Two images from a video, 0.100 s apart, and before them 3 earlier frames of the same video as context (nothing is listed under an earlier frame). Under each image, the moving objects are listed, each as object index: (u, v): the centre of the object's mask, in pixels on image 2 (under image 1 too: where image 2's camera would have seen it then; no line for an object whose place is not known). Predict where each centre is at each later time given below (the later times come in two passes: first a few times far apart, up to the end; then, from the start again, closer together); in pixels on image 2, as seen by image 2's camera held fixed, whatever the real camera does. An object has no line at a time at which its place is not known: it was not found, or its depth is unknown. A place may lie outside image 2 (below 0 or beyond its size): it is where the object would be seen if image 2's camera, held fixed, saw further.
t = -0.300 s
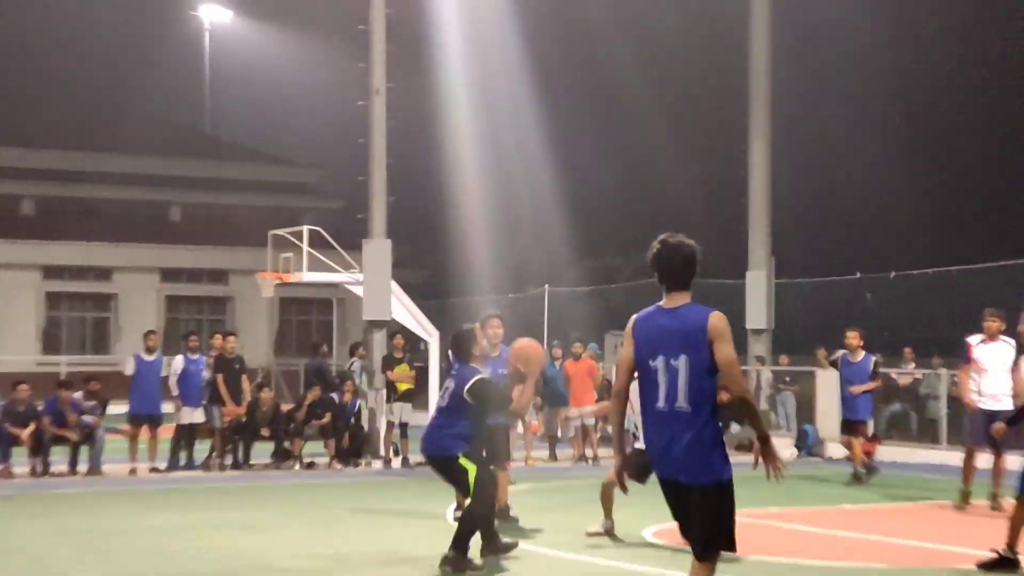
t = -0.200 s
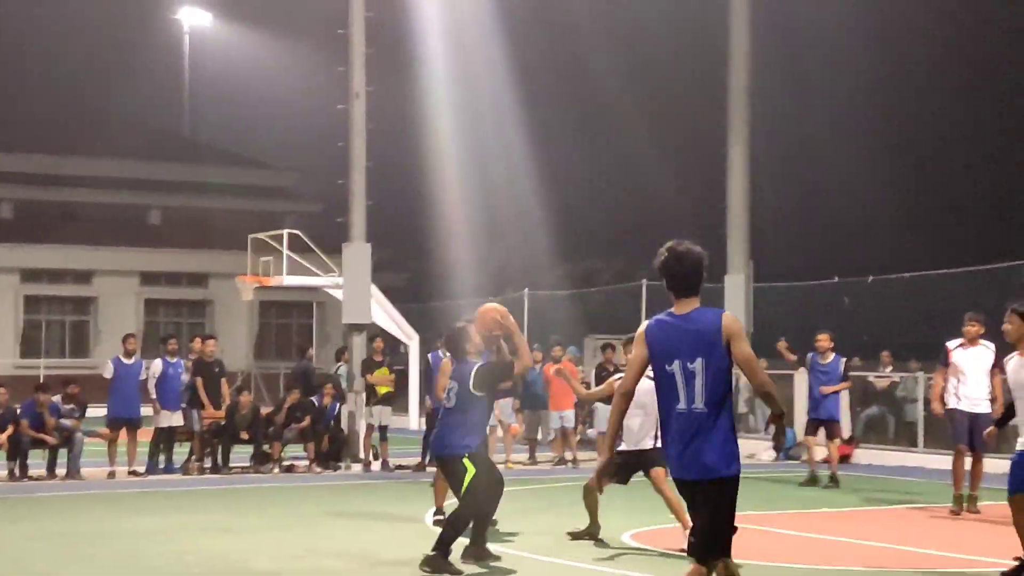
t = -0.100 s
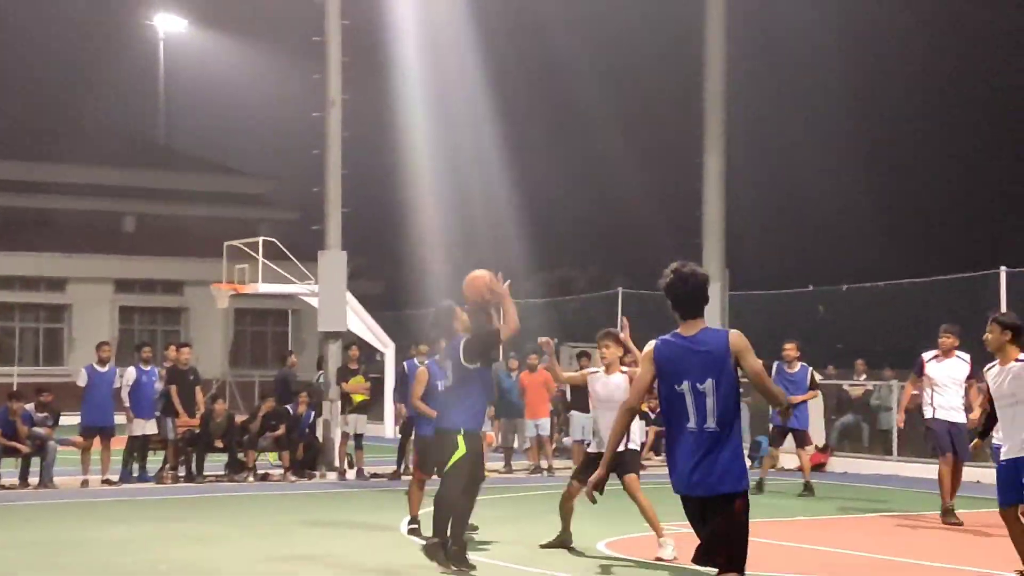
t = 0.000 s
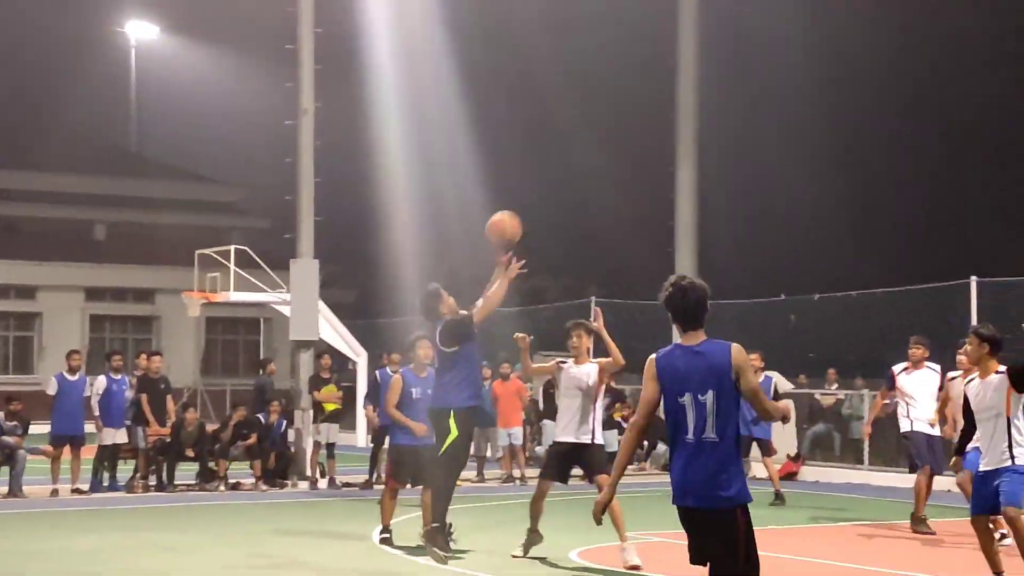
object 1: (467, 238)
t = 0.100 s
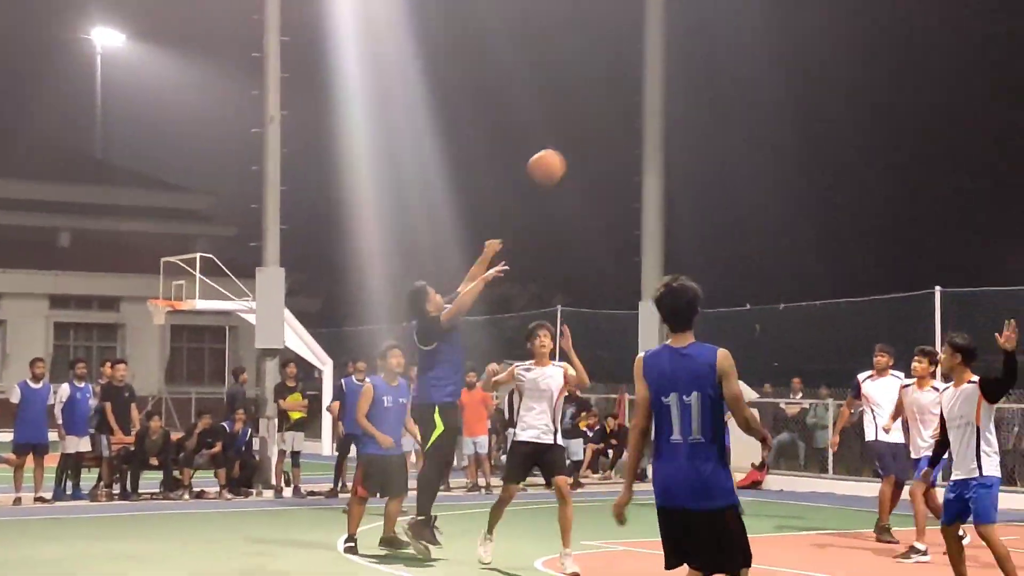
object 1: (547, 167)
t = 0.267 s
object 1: (668, 84)
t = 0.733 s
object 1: (945, 50)
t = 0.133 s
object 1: (572, 147)
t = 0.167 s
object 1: (597, 129)
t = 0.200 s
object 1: (621, 112)
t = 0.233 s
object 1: (645, 96)
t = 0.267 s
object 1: (668, 84)
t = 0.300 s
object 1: (690, 72)
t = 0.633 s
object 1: (890, 36)
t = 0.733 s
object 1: (945, 50)
